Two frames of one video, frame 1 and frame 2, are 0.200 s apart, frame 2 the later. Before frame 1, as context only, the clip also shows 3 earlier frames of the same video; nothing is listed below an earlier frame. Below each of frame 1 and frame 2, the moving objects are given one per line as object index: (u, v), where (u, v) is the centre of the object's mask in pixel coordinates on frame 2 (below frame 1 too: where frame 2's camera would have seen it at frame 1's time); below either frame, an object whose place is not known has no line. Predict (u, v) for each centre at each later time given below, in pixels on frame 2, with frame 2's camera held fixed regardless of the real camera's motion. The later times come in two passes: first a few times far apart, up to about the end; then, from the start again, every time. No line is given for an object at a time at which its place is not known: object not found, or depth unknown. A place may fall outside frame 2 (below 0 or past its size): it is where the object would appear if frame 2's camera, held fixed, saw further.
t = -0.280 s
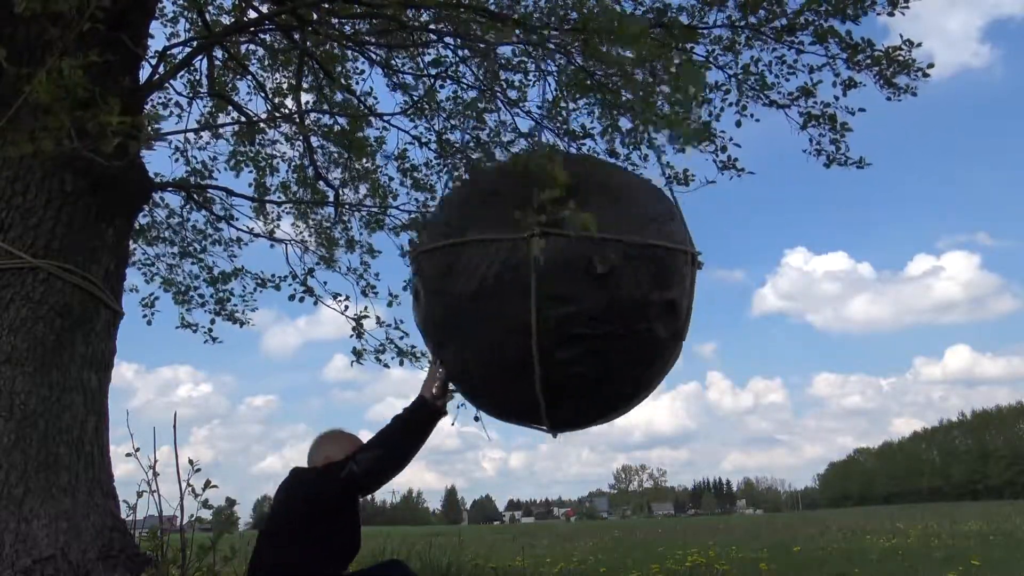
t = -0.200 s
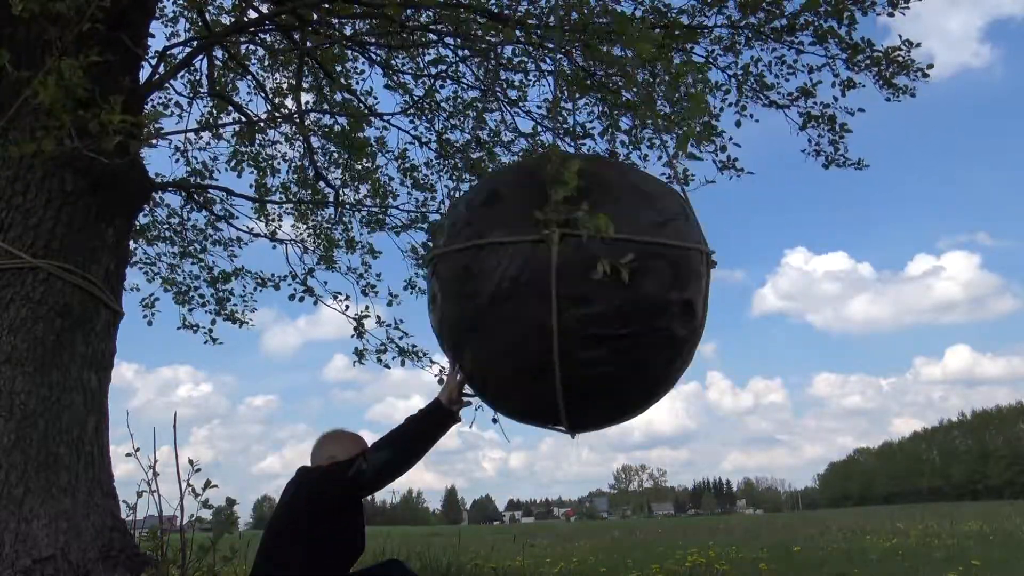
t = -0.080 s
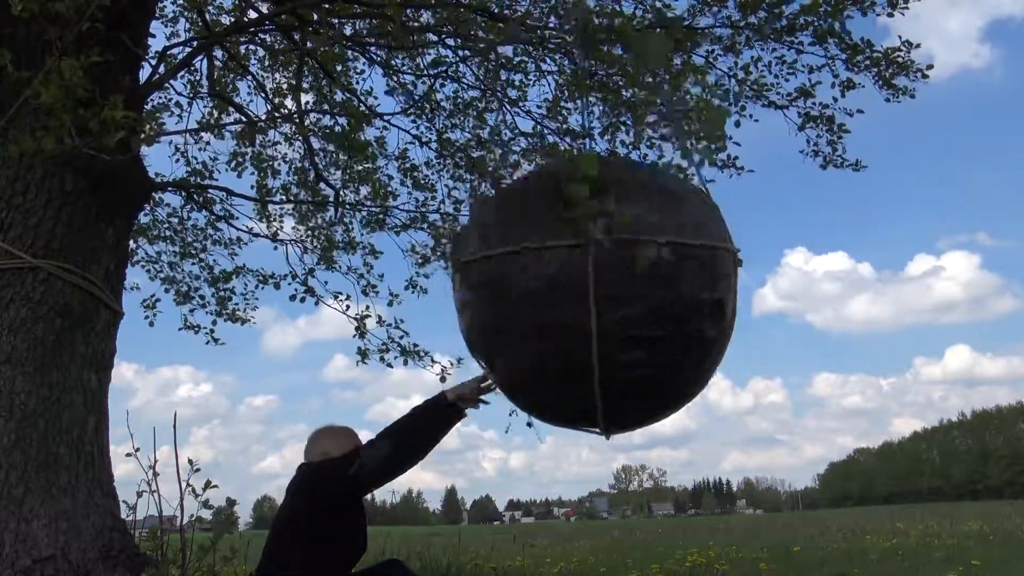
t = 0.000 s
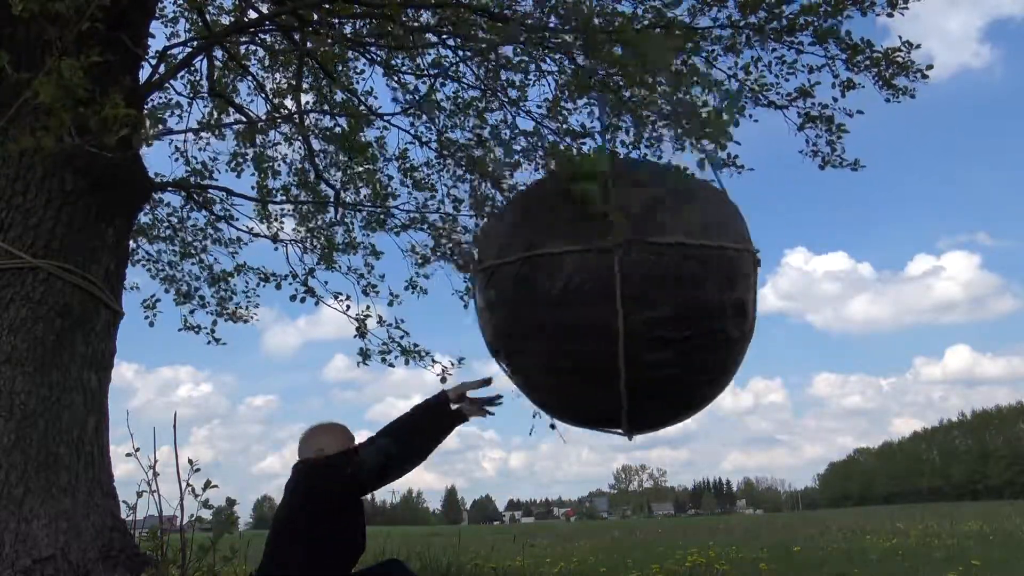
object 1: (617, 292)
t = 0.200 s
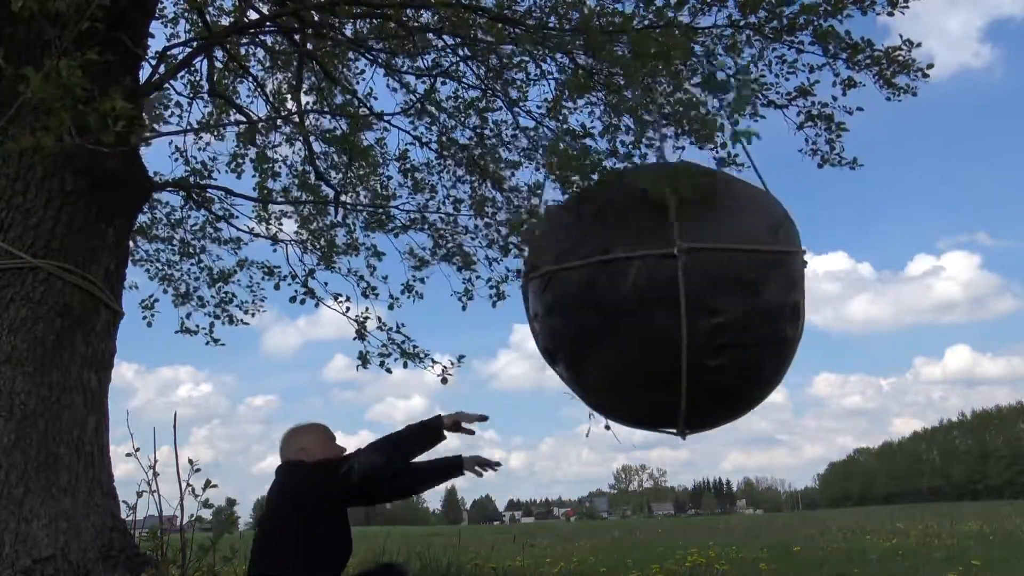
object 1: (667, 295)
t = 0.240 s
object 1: (677, 296)
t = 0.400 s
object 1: (712, 297)
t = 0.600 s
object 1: (747, 297)
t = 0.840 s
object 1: (774, 298)
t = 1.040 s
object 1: (783, 299)
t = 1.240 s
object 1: (780, 302)
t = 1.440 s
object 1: (766, 307)
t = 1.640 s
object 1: (742, 311)
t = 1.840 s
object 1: (711, 316)
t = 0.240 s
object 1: (677, 296)
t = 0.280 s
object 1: (686, 296)
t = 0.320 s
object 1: (695, 296)
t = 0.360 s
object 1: (703, 296)
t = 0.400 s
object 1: (712, 297)
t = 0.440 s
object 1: (720, 297)
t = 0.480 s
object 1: (727, 297)
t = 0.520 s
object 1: (734, 297)
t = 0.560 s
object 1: (741, 297)
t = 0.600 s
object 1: (747, 297)
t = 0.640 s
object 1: (753, 297)
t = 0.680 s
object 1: (758, 297)
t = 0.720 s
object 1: (763, 297)
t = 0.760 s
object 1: (767, 298)
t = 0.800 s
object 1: (771, 297)
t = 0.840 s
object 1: (774, 298)
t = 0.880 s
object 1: (777, 298)
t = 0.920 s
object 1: (779, 298)
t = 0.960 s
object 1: (781, 298)
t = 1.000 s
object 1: (782, 299)
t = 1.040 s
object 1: (783, 299)
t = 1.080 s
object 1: (784, 300)
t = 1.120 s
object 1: (783, 300)
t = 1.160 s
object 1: (783, 301)
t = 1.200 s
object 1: (782, 302)
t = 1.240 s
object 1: (780, 302)
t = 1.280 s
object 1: (778, 303)
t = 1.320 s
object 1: (776, 304)
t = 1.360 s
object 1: (773, 305)
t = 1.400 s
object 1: (770, 306)
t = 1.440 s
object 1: (766, 307)
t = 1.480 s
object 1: (762, 308)
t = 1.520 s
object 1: (758, 309)
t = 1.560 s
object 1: (753, 309)
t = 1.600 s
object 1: (748, 311)
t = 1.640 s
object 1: (742, 311)
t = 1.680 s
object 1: (737, 313)
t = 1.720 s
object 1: (730, 313)
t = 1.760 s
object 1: (724, 314)
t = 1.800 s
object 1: (717, 315)
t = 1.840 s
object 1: (711, 316)
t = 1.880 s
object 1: (703, 317)
